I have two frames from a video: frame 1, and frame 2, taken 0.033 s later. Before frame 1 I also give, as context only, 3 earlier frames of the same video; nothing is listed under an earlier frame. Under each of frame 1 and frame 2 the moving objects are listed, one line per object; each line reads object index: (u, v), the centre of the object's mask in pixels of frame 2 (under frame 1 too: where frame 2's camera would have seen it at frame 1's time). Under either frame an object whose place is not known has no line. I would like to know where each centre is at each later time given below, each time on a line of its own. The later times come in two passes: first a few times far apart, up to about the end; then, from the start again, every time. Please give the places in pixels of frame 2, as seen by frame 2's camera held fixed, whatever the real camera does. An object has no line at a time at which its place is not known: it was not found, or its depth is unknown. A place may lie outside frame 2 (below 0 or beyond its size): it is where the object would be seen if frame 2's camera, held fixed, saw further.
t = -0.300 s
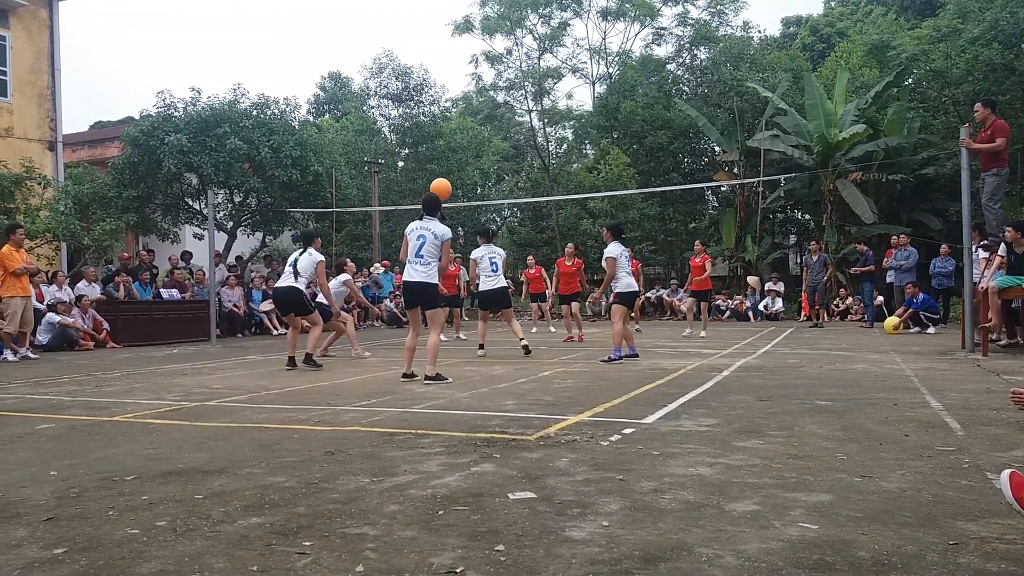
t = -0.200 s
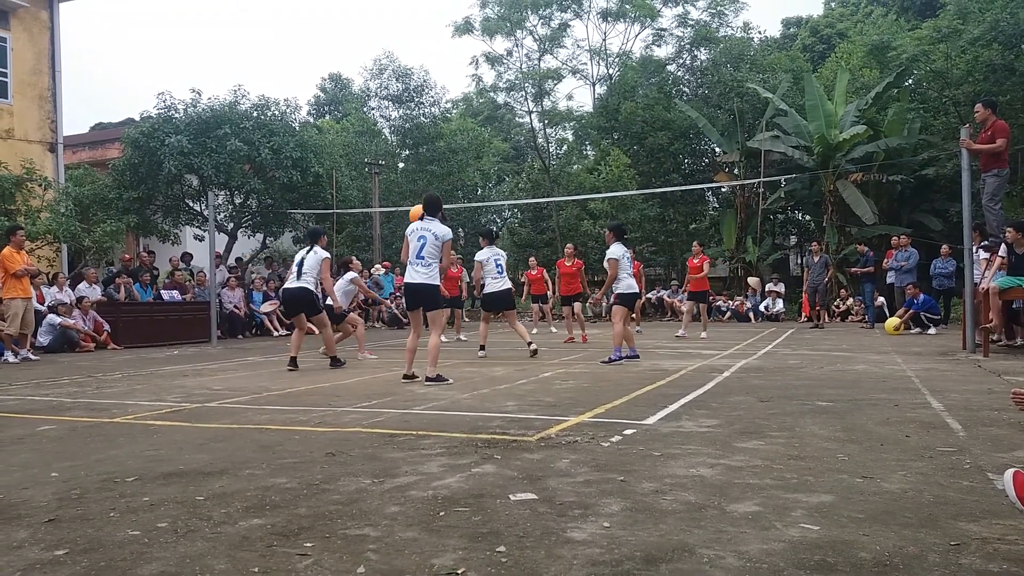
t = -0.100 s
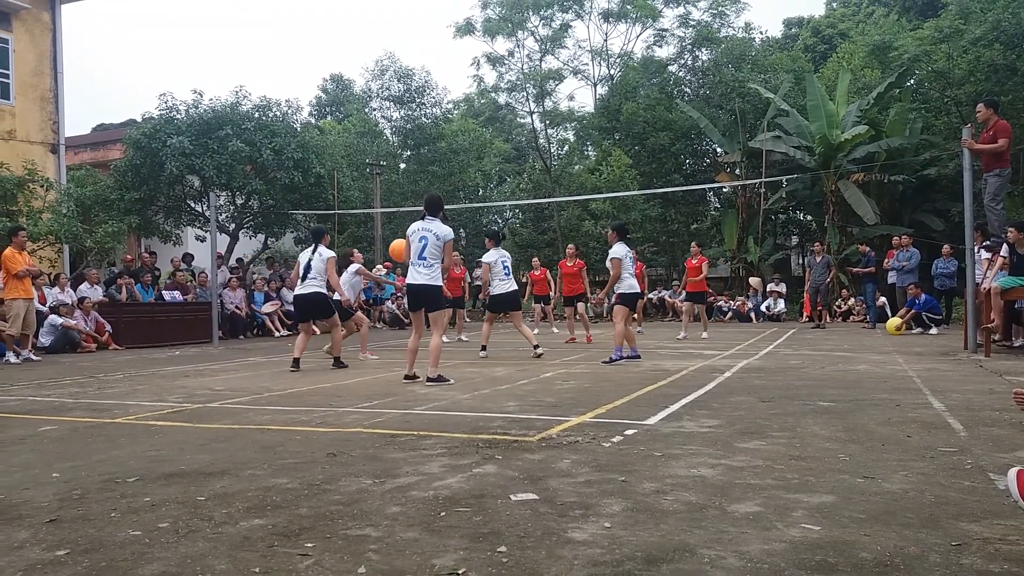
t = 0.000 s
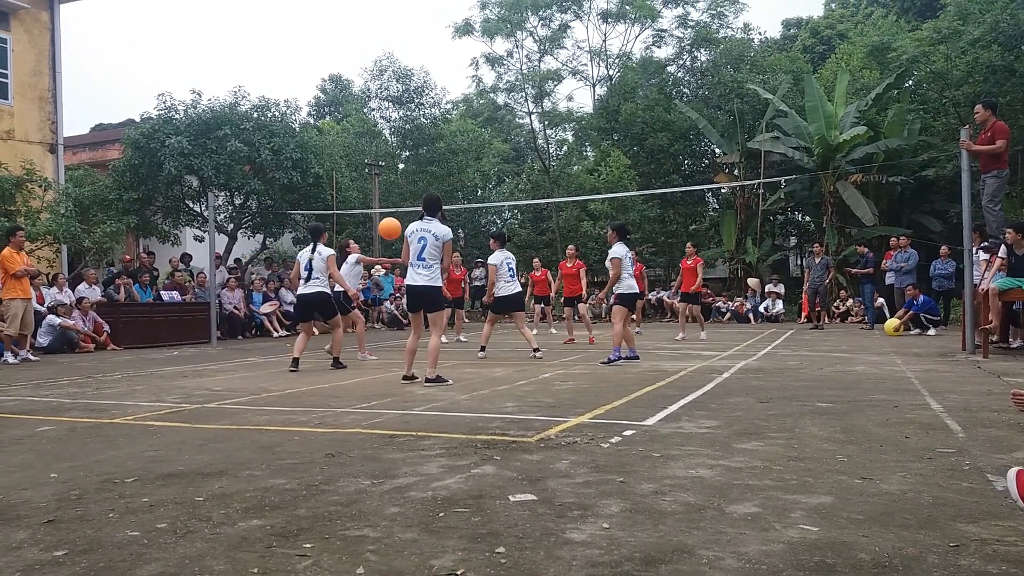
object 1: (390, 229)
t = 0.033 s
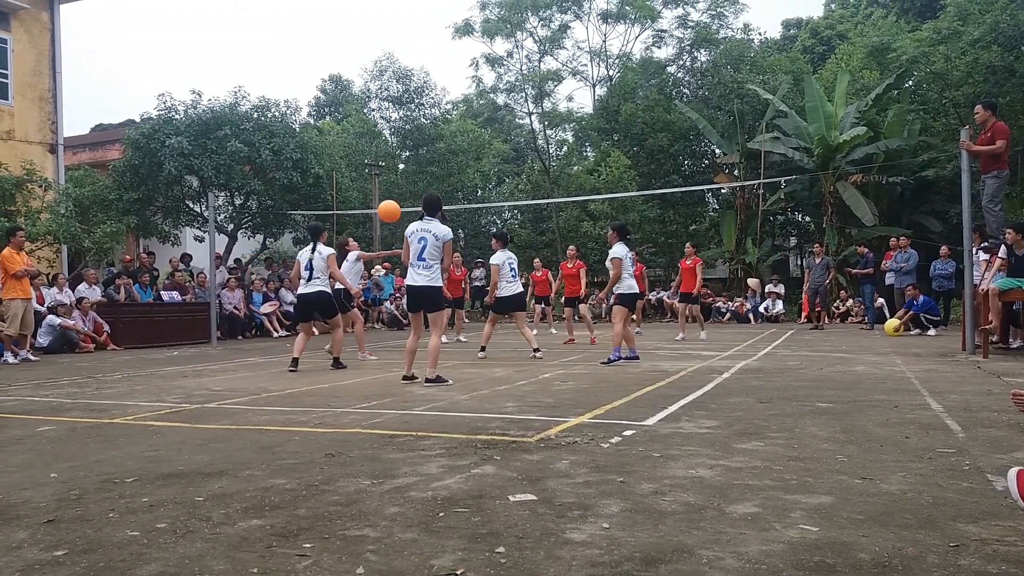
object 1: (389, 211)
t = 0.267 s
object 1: (384, 113)
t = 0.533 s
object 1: (379, 55)
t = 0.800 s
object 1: (376, 53)
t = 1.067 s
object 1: (374, 108)
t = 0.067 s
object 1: (388, 195)
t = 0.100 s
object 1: (387, 179)
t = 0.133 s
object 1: (386, 164)
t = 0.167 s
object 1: (386, 150)
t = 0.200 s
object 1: (385, 137)
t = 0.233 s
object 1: (384, 125)
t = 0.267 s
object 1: (384, 113)
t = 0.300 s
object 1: (383, 102)
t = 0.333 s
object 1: (383, 93)
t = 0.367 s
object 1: (382, 84)
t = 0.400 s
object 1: (381, 77)
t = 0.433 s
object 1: (381, 70)
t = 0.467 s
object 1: (380, 64)
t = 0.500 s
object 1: (379, 59)
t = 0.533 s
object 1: (379, 55)
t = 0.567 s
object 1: (378, 52)
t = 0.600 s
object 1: (378, 50)
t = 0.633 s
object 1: (378, 48)
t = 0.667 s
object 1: (377, 47)
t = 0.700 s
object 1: (377, 48)
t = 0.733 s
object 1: (376, 49)
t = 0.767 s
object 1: (376, 50)
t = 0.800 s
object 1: (376, 53)
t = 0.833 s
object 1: (375, 57)
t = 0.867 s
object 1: (375, 62)
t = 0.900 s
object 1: (374, 67)
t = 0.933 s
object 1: (374, 73)
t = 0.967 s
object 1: (374, 81)
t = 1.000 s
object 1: (374, 89)
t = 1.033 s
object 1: (374, 98)
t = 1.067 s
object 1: (374, 108)
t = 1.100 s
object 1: (374, 119)
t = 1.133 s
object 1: (374, 130)
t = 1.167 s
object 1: (374, 143)
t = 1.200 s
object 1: (374, 156)
